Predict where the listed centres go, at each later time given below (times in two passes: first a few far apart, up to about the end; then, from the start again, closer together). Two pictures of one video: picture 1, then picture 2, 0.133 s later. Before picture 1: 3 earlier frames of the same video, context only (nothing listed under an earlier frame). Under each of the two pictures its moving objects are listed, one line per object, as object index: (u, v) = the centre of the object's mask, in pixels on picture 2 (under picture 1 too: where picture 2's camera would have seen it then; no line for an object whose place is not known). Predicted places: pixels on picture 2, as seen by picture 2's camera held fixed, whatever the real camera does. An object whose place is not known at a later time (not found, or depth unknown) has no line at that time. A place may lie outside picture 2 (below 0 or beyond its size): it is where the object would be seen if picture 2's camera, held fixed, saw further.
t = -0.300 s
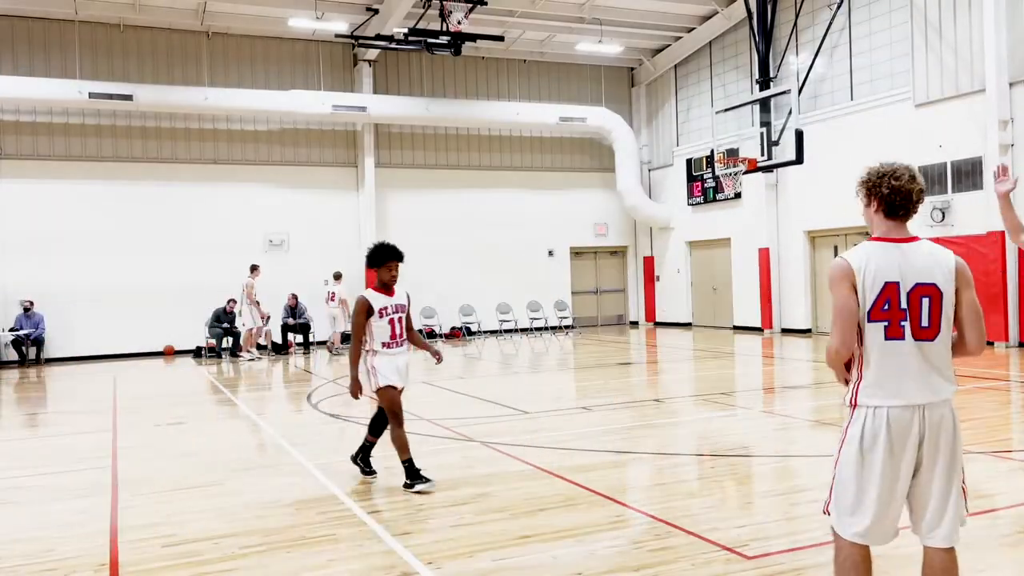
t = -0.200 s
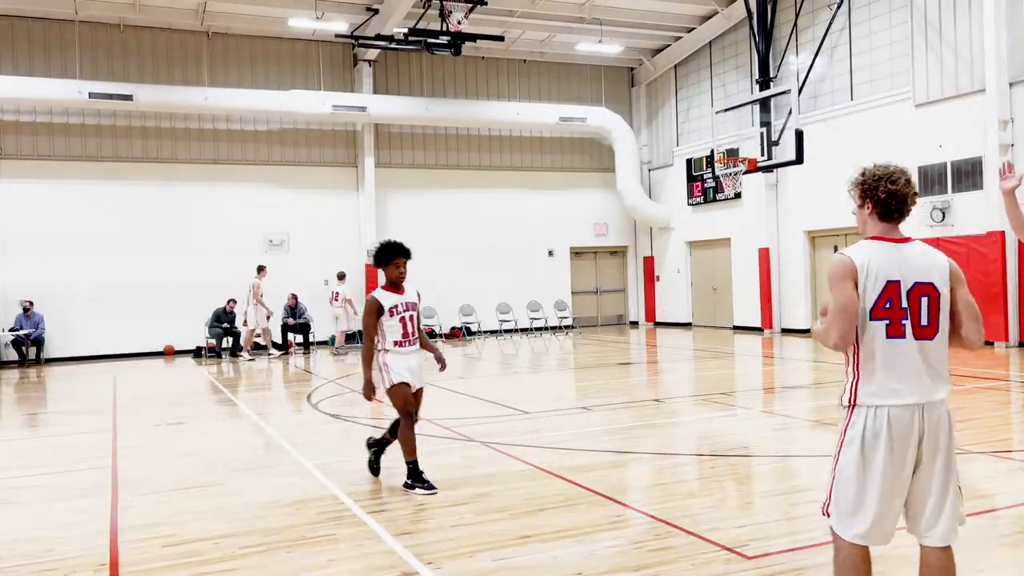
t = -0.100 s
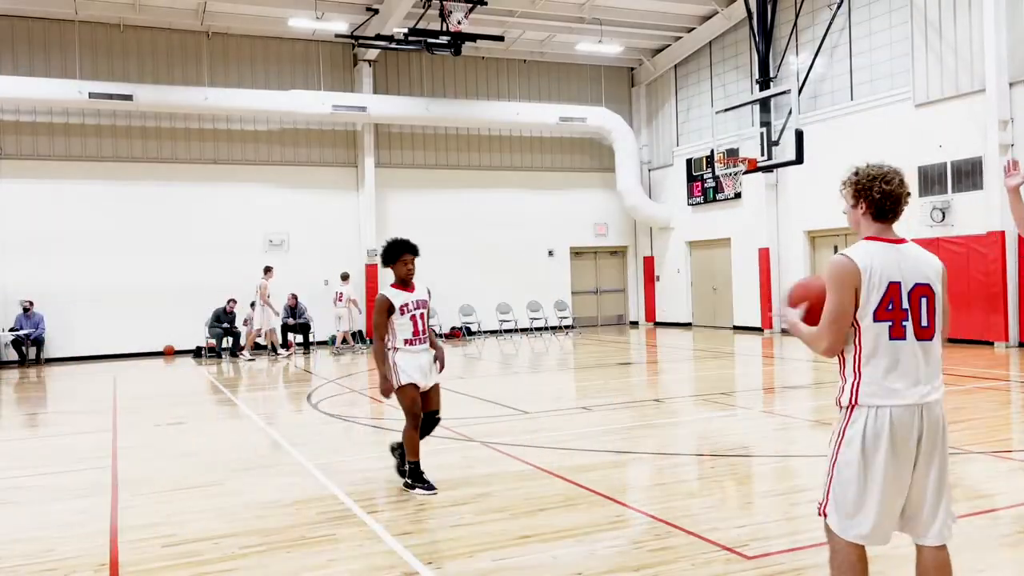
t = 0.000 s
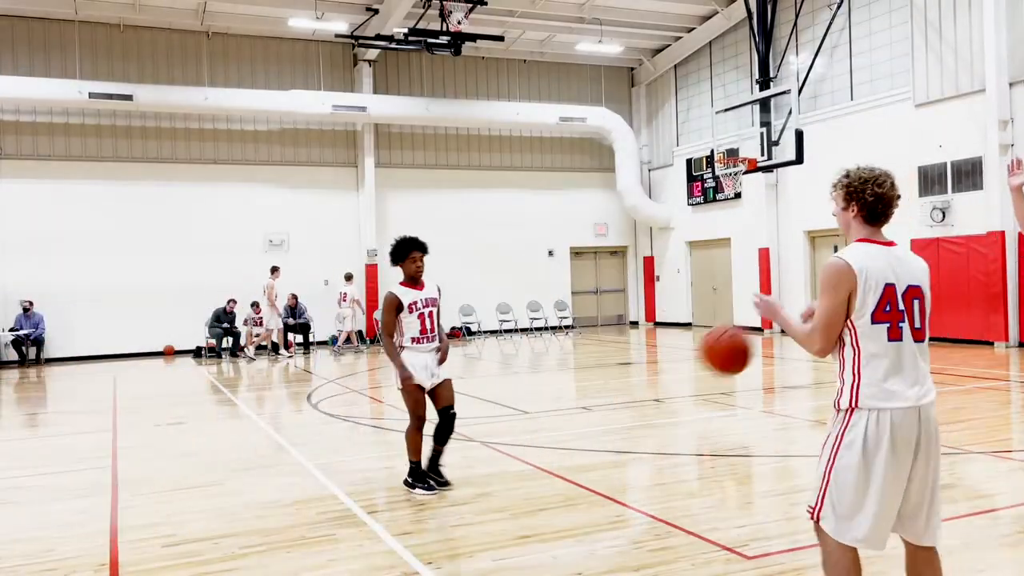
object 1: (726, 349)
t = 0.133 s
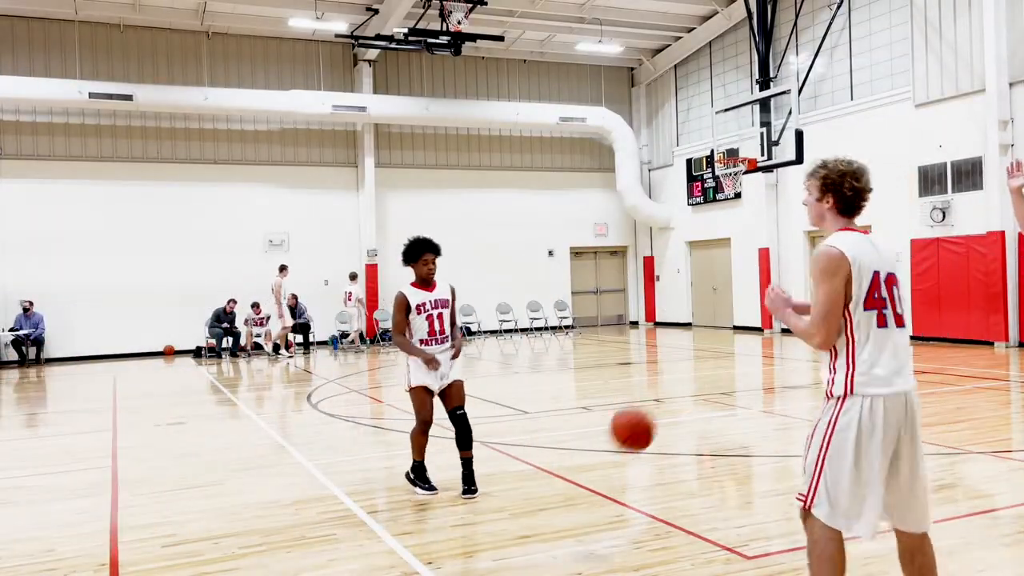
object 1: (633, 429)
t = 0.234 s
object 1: (577, 498)
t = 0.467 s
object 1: (513, 394)
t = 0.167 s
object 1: (613, 451)
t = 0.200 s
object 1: (595, 474)
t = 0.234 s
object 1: (577, 498)
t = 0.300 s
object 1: (553, 488)
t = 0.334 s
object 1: (545, 464)
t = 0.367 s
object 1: (537, 442)
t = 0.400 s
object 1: (528, 424)
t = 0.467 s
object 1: (513, 394)
